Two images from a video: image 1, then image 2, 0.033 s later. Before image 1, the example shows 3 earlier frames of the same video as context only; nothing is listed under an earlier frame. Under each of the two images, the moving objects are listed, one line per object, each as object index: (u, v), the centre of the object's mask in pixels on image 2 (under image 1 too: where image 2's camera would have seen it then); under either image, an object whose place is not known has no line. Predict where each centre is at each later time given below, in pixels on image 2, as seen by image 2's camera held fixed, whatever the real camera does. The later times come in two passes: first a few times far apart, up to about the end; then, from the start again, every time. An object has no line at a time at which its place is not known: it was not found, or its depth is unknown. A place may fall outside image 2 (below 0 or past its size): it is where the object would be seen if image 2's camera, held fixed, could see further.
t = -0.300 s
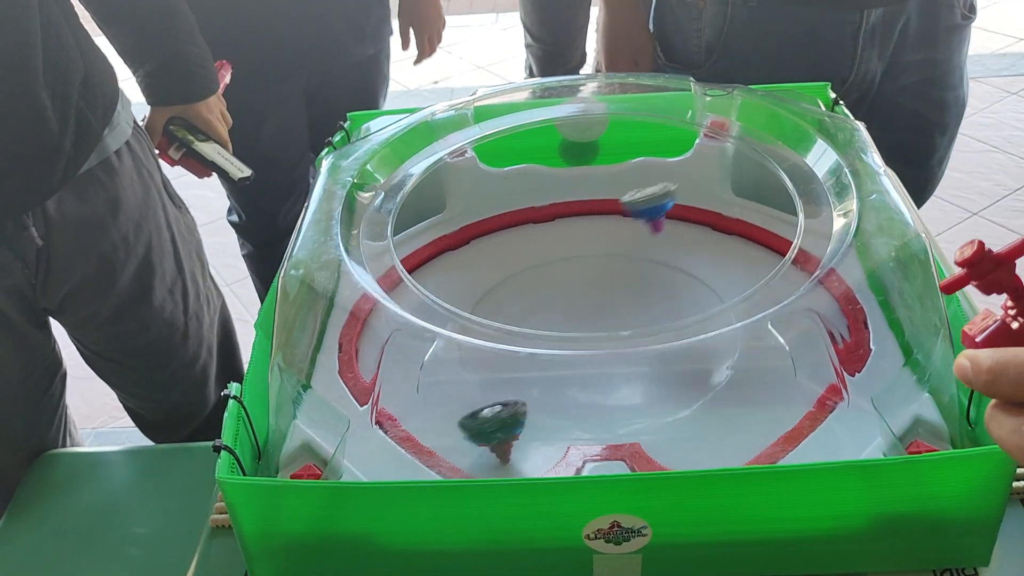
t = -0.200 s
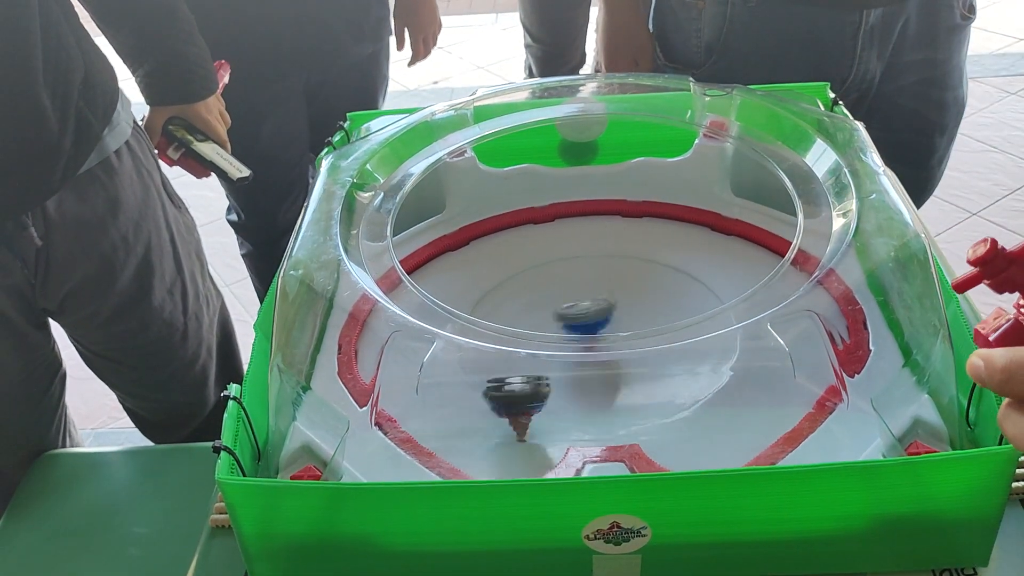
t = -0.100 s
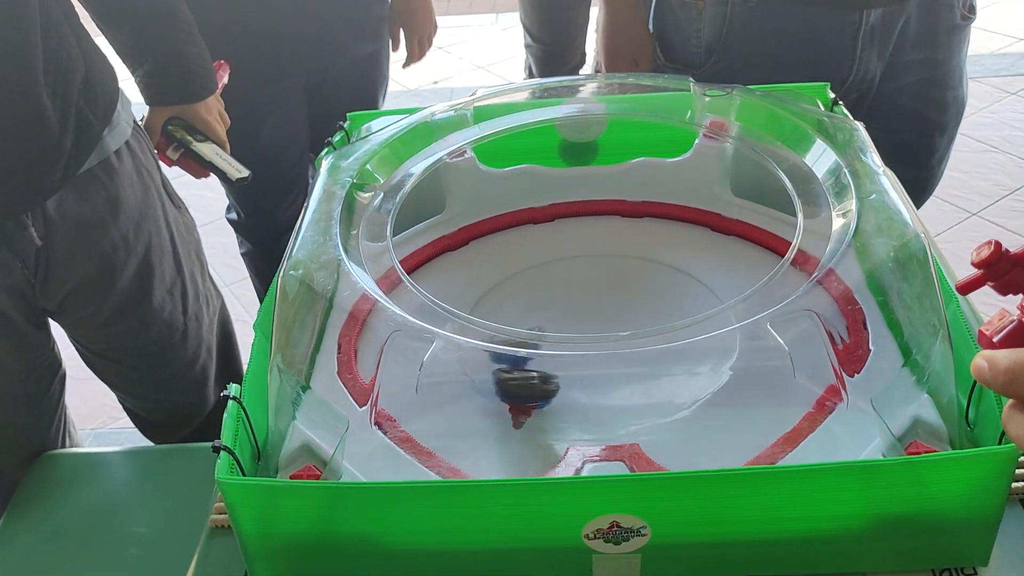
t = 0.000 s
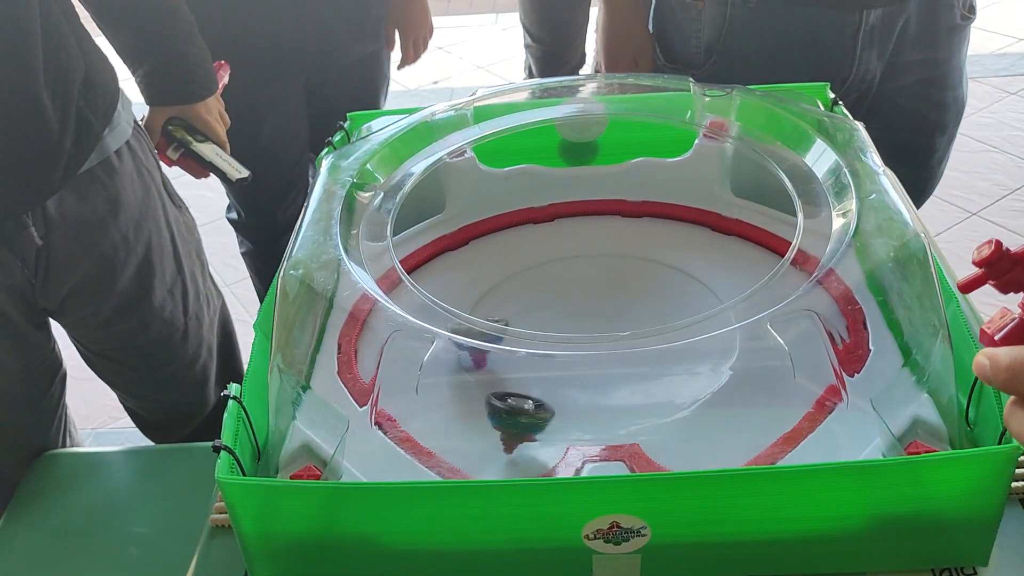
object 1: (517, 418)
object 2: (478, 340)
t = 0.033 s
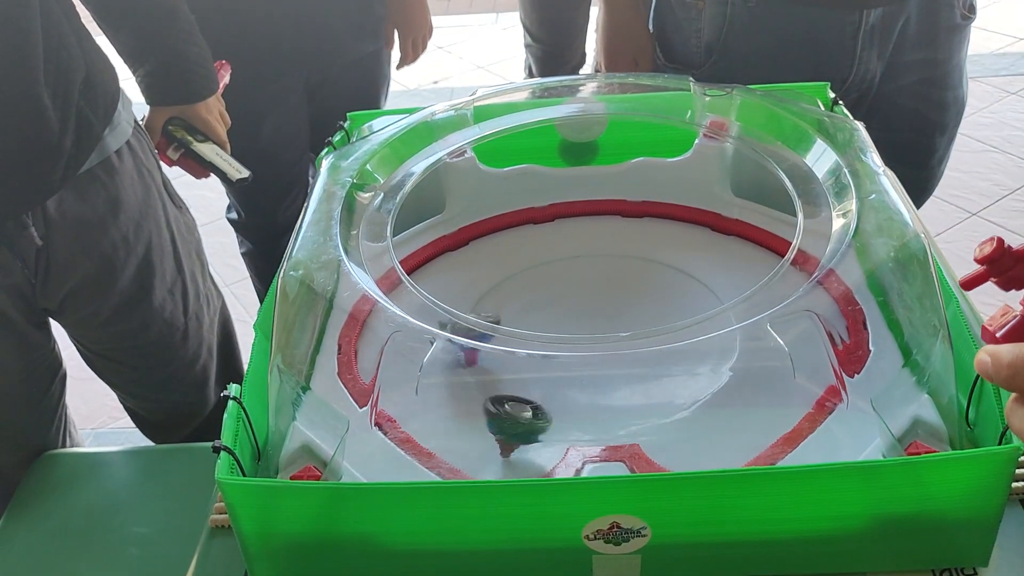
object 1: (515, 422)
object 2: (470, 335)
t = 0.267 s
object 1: (484, 376)
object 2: (497, 301)
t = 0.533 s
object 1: (516, 281)
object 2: (607, 293)
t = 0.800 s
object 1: (592, 247)
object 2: (669, 300)
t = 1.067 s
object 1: (669, 263)
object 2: (621, 311)
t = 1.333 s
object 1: (695, 301)
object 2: (571, 316)
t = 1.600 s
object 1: (647, 376)
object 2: (609, 316)
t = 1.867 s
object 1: (550, 390)
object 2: (682, 307)
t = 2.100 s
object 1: (485, 369)
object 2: (689, 314)
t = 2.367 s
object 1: (430, 293)
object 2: (620, 332)
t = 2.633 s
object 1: (478, 250)
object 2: (537, 368)
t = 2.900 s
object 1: (593, 228)
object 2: (540, 361)
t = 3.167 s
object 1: (719, 241)
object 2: (576, 325)
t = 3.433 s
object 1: (800, 314)
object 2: (575, 309)
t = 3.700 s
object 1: (754, 407)
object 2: (548, 303)
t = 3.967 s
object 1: (658, 407)
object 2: (536, 301)
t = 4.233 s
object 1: (573, 329)
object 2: (554, 283)
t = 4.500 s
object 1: (547, 320)
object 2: (598, 198)
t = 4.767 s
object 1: (502, 447)
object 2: (655, 162)
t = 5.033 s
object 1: (563, 369)
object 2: (611, 310)
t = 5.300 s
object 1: (428, 274)
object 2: (764, 413)
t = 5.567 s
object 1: (474, 330)
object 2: (634, 407)
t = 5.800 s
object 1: (540, 331)
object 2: (599, 403)
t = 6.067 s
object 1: (574, 284)
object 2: (573, 375)
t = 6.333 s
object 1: (631, 247)
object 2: (530, 375)
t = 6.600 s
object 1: (650, 299)
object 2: (566, 388)
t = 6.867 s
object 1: (644, 365)
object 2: (518, 387)
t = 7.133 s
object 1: (591, 347)
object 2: (535, 360)
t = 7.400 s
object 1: (595, 314)
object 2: (544, 316)
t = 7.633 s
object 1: (600, 318)
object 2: (553, 327)
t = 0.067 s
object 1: (511, 421)
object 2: (464, 328)
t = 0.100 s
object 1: (507, 421)
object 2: (465, 315)
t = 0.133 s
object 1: (503, 418)
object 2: (469, 314)
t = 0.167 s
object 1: (497, 408)
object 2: (473, 311)
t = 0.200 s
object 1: (493, 399)
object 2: (480, 304)
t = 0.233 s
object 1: (488, 389)
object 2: (488, 303)
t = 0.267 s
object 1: (484, 376)
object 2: (497, 301)
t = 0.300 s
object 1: (479, 367)
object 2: (508, 299)
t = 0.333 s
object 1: (479, 354)
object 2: (521, 298)
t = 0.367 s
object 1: (482, 349)
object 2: (534, 297)
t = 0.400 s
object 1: (491, 323)
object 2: (548, 295)
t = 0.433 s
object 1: (499, 310)
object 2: (563, 293)
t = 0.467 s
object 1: (504, 303)
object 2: (578, 291)
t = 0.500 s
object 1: (510, 293)
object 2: (593, 293)
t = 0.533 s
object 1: (516, 281)
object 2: (607, 293)
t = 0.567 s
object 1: (522, 270)
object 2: (620, 292)
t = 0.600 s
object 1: (529, 260)
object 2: (632, 291)
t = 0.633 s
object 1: (536, 250)
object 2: (643, 293)
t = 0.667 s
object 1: (545, 246)
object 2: (652, 294)
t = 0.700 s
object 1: (557, 246)
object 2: (659, 296)
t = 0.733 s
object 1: (569, 246)
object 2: (664, 295)
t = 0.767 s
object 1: (580, 247)
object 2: (668, 298)
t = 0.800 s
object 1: (592, 247)
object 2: (669, 300)
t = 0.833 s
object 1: (603, 248)
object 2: (667, 303)
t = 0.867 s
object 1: (614, 249)
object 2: (664, 304)
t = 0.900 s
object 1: (624, 251)
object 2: (660, 305)
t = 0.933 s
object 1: (634, 253)
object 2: (654, 307)
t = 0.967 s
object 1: (643, 255)
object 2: (647, 308)
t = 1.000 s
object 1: (652, 257)
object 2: (638, 310)
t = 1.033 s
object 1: (660, 260)
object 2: (629, 313)
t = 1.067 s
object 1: (669, 263)
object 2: (621, 311)
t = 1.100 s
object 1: (676, 267)
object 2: (612, 314)
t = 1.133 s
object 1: (682, 271)
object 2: (604, 314)
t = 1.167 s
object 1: (688, 276)
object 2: (595, 315)
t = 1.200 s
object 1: (693, 282)
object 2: (588, 316)
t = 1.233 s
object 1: (696, 288)
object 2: (582, 316)
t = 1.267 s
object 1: (698, 292)
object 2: (577, 315)
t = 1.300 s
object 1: (697, 297)
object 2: (573, 316)
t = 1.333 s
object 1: (695, 301)
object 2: (571, 316)
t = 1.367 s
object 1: (692, 306)
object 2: (570, 315)
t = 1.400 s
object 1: (691, 319)
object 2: (571, 316)
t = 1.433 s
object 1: (691, 345)
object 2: (574, 316)
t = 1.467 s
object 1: (684, 349)
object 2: (578, 316)
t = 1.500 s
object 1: (676, 357)
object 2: (584, 316)
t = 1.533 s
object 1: (667, 369)
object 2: (592, 316)
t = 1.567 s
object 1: (656, 372)
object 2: (600, 317)
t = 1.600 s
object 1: (647, 376)
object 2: (609, 316)
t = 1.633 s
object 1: (636, 380)
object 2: (619, 315)
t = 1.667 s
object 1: (625, 383)
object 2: (629, 315)
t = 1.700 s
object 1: (612, 386)
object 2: (640, 313)
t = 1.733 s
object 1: (600, 388)
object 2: (650, 312)
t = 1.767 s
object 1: (587, 389)
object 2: (659, 311)
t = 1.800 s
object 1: (575, 390)
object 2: (668, 310)
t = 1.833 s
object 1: (563, 390)
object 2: (676, 308)
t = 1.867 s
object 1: (550, 390)
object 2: (682, 307)
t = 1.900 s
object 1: (539, 389)
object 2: (689, 312)
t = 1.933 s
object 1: (529, 388)
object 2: (690, 305)
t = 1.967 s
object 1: (519, 385)
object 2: (695, 310)
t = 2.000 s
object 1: (509, 383)
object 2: (695, 311)
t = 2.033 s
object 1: (500, 378)
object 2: (695, 313)
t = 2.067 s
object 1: (493, 373)
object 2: (692, 313)
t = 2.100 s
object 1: (485, 369)
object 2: (689, 314)
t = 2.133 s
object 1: (477, 365)
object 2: (685, 315)
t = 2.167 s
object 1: (470, 354)
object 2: (679, 317)
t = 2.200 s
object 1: (461, 347)
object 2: (670, 323)
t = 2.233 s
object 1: (452, 339)
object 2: (660, 316)
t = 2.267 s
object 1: (442, 330)
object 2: (650, 328)
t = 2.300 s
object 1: (437, 318)
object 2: (641, 326)
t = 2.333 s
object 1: (432, 309)
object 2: (630, 333)
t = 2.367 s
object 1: (430, 293)
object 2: (620, 332)
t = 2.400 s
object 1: (428, 284)
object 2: (607, 343)
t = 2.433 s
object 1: (428, 270)
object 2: (595, 345)
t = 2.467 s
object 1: (426, 261)
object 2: (584, 346)
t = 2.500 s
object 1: (427, 251)
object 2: (573, 351)
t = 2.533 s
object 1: (439, 254)
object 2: (563, 352)
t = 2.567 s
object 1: (452, 251)
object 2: (555, 354)
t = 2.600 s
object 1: (465, 251)
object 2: (547, 356)
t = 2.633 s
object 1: (478, 250)
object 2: (537, 368)
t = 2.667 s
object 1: (491, 249)
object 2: (535, 363)
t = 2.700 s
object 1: (504, 247)
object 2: (528, 368)
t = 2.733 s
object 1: (517, 244)
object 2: (528, 365)
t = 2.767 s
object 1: (531, 240)
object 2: (528, 365)
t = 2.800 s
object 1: (546, 236)
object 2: (528, 364)
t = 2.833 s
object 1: (561, 233)
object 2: (530, 363)
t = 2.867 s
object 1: (577, 230)
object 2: (536, 360)
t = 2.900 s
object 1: (593, 228)
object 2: (540, 361)
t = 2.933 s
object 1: (610, 227)
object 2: (547, 352)
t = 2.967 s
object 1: (625, 226)
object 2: (552, 350)
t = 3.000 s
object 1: (642, 227)
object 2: (558, 347)
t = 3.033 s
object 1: (658, 227)
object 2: (564, 335)
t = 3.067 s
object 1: (674, 229)
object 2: (568, 335)
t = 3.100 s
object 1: (689, 232)
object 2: (571, 334)
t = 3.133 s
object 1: (704, 236)
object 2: (573, 333)
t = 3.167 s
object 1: (719, 241)
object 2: (576, 325)
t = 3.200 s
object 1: (733, 247)
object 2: (579, 324)
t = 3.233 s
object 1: (746, 255)
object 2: (580, 322)
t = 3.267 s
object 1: (755, 260)
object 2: (581, 320)
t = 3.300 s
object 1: (768, 271)
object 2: (581, 318)
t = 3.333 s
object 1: (780, 281)
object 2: (581, 316)
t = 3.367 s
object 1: (789, 296)
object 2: (580, 314)
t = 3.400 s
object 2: (577, 312)
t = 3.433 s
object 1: (800, 314)
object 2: (575, 309)
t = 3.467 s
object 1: (802, 326)
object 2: (572, 308)
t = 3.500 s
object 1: (800, 340)
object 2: (569, 306)
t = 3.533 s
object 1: (802, 352)
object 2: (565, 304)
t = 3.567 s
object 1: (800, 365)
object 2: (561, 304)
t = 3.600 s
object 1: (792, 377)
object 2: (558, 303)
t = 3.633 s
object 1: (779, 385)
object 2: (555, 303)
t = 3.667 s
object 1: (768, 396)
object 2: (551, 303)
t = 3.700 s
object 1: (754, 407)
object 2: (548, 303)
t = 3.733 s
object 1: (738, 417)
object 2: (545, 303)
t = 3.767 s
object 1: (719, 425)
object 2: (542, 302)
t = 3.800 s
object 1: (700, 432)
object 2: (540, 302)
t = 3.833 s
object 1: (680, 437)
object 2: (538, 302)
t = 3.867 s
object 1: (671, 436)
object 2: (537, 303)
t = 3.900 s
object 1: (669, 427)
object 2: (536, 302)
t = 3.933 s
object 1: (664, 417)
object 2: (535, 302)
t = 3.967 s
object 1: (658, 407)
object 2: (536, 301)
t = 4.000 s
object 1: (647, 395)
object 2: (536, 300)
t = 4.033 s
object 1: (638, 386)
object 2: (538, 299)
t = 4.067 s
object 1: (627, 379)
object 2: (540, 297)
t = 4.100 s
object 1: (615, 375)
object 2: (542, 295)
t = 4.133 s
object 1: (599, 361)
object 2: (545, 292)
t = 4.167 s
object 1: (588, 349)
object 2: (547, 289)
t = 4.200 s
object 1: (580, 339)
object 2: (551, 286)
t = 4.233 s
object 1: (573, 329)
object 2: (554, 283)
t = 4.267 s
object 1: (569, 319)
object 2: (557, 273)
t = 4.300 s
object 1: (566, 315)
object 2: (559, 263)
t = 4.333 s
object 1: (564, 312)
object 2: (560, 252)
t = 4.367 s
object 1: (563, 305)
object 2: (561, 242)
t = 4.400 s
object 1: (563, 297)
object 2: (563, 235)
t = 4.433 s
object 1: (565, 289)
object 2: (567, 238)
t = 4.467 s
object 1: (562, 294)
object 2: (577, 231)
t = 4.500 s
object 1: (547, 320)
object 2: (598, 198)
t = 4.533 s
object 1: (533, 369)
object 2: (612, 173)
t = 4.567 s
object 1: (521, 394)
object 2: (625, 159)
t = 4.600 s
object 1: (512, 424)
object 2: (635, 148)
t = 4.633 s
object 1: (505, 451)
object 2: (644, 144)
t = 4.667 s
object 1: (501, 453)
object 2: (651, 145)
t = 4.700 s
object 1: (498, 445)
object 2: (655, 146)
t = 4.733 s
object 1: (499, 444)
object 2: (656, 149)
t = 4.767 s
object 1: (502, 447)
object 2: (655, 162)
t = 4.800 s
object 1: (508, 435)
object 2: (652, 182)
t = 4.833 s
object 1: (515, 424)
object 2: (649, 196)
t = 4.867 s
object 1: (523, 410)
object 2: (644, 201)
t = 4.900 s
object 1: (531, 401)
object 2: (639, 218)
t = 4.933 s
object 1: (539, 390)
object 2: (633, 248)
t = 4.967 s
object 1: (548, 386)
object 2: (626, 264)
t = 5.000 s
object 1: (555, 375)
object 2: (619, 291)
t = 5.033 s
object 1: (563, 369)
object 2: (611, 310)
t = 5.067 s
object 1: (570, 329)
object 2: (604, 322)
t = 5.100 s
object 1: (554, 311)
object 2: (626, 321)
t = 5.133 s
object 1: (524, 281)
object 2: (658, 345)
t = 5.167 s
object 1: (501, 258)
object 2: (692, 373)
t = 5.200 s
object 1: (475, 249)
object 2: (713, 379)
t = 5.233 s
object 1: (455, 253)
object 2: (732, 391)
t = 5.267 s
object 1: (434, 265)
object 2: (749, 403)
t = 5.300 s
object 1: (428, 274)
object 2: (764, 413)
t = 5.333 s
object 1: (426, 269)
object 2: (751, 402)
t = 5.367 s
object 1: (431, 275)
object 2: (737, 399)
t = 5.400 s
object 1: (434, 291)
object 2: (720, 407)
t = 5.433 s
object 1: (437, 291)
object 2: (705, 416)
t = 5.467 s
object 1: (443, 305)
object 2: (688, 400)
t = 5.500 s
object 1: (455, 311)
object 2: (670, 396)
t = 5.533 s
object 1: (467, 317)
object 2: (652, 404)
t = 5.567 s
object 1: (474, 330)
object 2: (634, 407)
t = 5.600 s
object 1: (486, 356)
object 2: (616, 397)
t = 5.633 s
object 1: (503, 370)
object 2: (599, 398)
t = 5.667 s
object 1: (524, 377)
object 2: (582, 389)
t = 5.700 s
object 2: (578, 388)
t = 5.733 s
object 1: (536, 363)
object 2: (588, 402)
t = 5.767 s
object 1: (537, 343)
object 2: (593, 401)
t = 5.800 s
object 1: (540, 331)
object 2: (599, 403)
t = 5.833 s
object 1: (542, 316)
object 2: (601, 409)
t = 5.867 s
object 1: (547, 309)
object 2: (600, 405)
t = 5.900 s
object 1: (554, 306)
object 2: (598, 404)
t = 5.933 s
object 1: (558, 302)
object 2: (594, 397)
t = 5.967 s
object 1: (563, 294)
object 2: (589, 391)
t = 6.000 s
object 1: (567, 291)
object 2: (584, 385)
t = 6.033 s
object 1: (570, 286)
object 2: (579, 380)
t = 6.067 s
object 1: (574, 284)
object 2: (573, 375)
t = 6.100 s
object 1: (577, 281)
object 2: (564, 352)
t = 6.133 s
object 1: (580, 279)
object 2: (564, 325)
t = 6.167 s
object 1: (583, 279)
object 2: (567, 320)
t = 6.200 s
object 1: (588, 277)
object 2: (566, 317)
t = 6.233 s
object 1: (600, 261)
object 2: (556, 323)
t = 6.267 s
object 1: (611, 247)
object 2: (546, 326)
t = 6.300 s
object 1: (620, 244)
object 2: (537, 361)
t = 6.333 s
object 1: (631, 247)
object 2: (530, 375)
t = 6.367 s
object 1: (637, 244)
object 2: (528, 379)
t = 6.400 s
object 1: (644, 246)
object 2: (528, 381)
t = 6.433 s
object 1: (650, 252)
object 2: (531, 383)
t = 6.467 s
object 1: (652, 251)
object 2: (538, 385)
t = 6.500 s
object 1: (654, 260)
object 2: (545, 386)
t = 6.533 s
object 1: (656, 275)
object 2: (554, 388)
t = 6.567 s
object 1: (655, 287)
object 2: (560, 388)
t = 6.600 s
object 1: (650, 299)
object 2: (566, 388)
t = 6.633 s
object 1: (644, 309)
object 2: (572, 387)
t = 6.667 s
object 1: (637, 314)
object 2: (576, 385)
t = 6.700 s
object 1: (634, 323)
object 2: (579, 383)
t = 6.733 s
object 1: (624, 327)
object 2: (576, 382)
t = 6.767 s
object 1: (635, 350)
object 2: (557, 386)
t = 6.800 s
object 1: (641, 363)
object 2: (540, 388)
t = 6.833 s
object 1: (643, 372)
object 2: (528, 388)
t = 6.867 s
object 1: (644, 365)
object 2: (518, 387)
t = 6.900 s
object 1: (642, 366)
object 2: (511, 384)
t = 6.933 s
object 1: (639, 364)
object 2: (507, 380)
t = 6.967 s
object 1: (634, 364)
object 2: (506, 376)
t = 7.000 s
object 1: (627, 363)
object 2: (508, 374)
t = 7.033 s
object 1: (619, 362)
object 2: (513, 366)
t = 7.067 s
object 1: (609, 356)
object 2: (519, 362)
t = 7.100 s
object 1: (600, 350)
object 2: (527, 360)
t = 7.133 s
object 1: (591, 347)
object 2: (535, 360)
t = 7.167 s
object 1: (595, 341)
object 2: (534, 332)
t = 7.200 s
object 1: (601, 329)
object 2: (529, 325)
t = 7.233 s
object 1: (602, 324)
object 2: (528, 324)
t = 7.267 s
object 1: (606, 320)
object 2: (525, 323)
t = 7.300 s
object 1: (607, 315)
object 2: (529, 315)
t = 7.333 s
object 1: (605, 314)
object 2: (533, 314)
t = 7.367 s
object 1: (600, 314)
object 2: (539, 315)
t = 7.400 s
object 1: (595, 314)
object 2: (544, 316)
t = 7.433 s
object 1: (593, 313)
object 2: (549, 318)
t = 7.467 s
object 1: (593, 313)
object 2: (552, 320)
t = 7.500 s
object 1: (594, 314)
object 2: (555, 323)
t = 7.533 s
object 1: (596, 315)
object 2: (556, 325)
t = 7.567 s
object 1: (597, 315)
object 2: (556, 326)
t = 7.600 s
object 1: (599, 317)
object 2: (553, 327)
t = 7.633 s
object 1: (600, 318)
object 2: (553, 327)
